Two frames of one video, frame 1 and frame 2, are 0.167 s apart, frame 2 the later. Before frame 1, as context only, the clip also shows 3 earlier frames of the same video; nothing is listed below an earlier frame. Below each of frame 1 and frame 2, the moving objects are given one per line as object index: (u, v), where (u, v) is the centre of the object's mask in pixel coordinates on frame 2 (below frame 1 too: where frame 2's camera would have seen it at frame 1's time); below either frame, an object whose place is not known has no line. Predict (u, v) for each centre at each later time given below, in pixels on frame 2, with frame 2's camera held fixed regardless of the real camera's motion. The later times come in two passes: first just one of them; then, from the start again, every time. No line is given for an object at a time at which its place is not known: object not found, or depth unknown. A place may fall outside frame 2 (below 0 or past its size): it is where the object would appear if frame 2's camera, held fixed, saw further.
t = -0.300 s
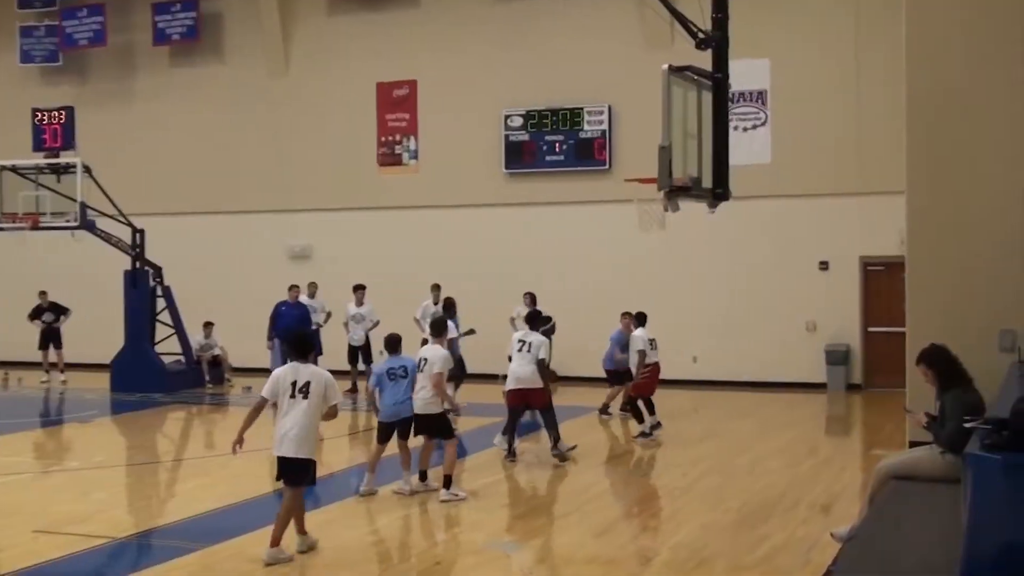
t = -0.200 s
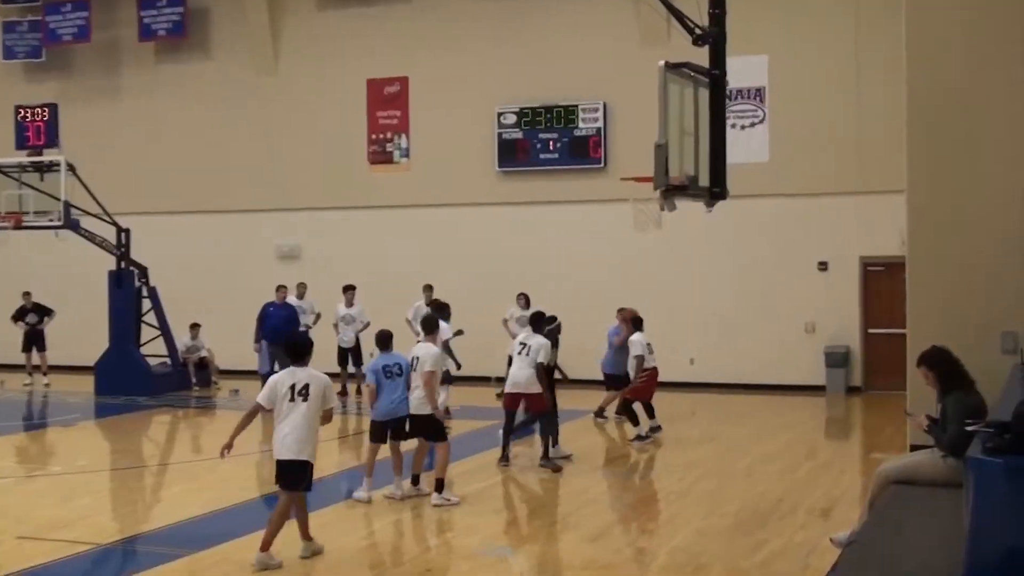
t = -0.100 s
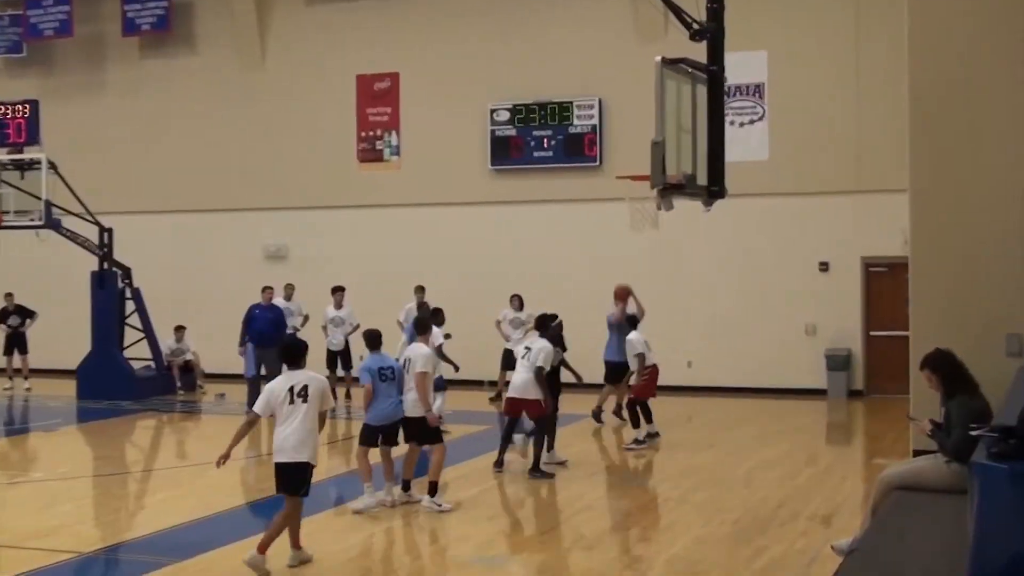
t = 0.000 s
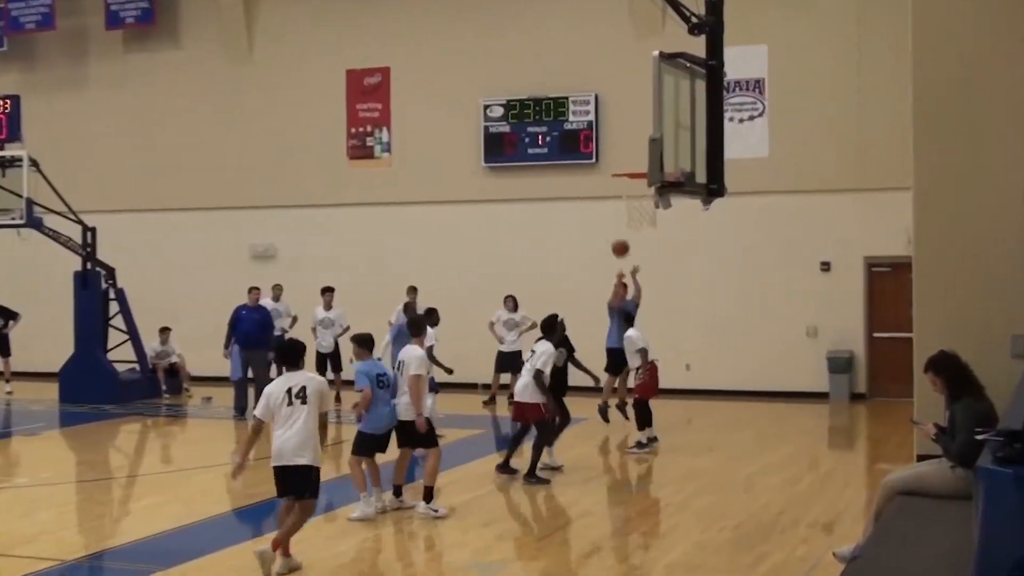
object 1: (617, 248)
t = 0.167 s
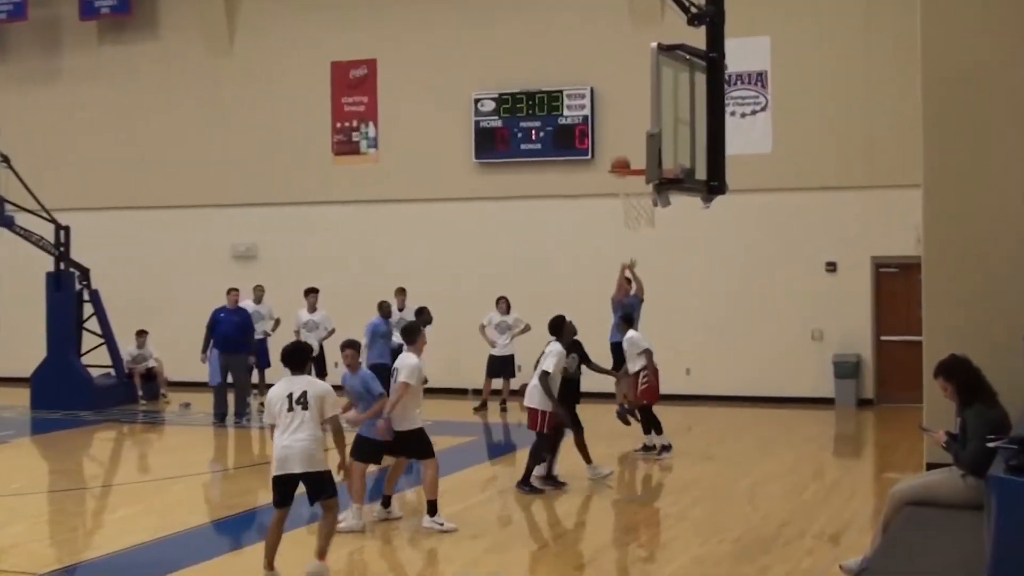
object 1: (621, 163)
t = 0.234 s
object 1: (622, 138)
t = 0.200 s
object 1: (621, 152)
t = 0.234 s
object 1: (622, 138)
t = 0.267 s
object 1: (622, 127)
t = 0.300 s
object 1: (625, 115)
